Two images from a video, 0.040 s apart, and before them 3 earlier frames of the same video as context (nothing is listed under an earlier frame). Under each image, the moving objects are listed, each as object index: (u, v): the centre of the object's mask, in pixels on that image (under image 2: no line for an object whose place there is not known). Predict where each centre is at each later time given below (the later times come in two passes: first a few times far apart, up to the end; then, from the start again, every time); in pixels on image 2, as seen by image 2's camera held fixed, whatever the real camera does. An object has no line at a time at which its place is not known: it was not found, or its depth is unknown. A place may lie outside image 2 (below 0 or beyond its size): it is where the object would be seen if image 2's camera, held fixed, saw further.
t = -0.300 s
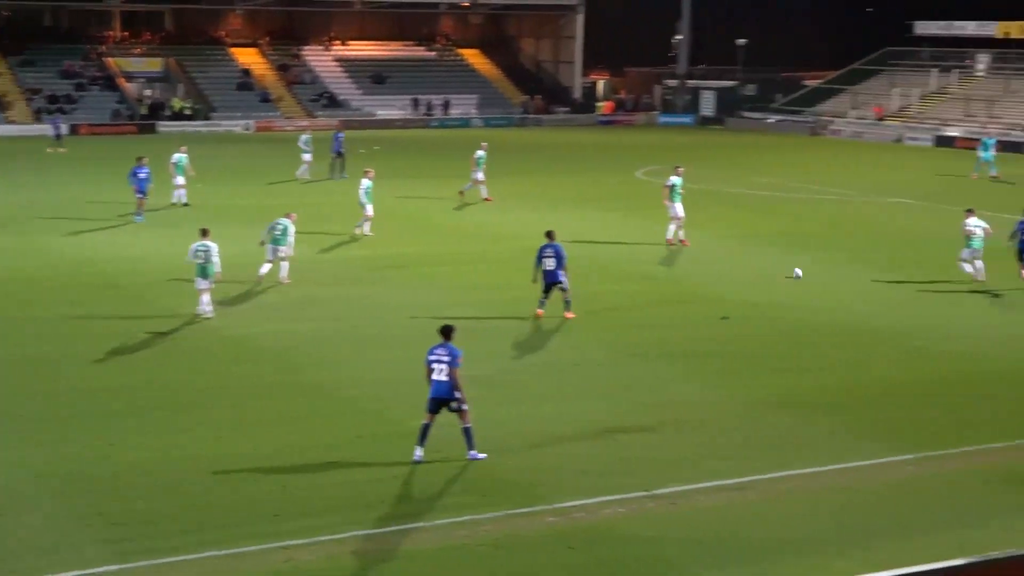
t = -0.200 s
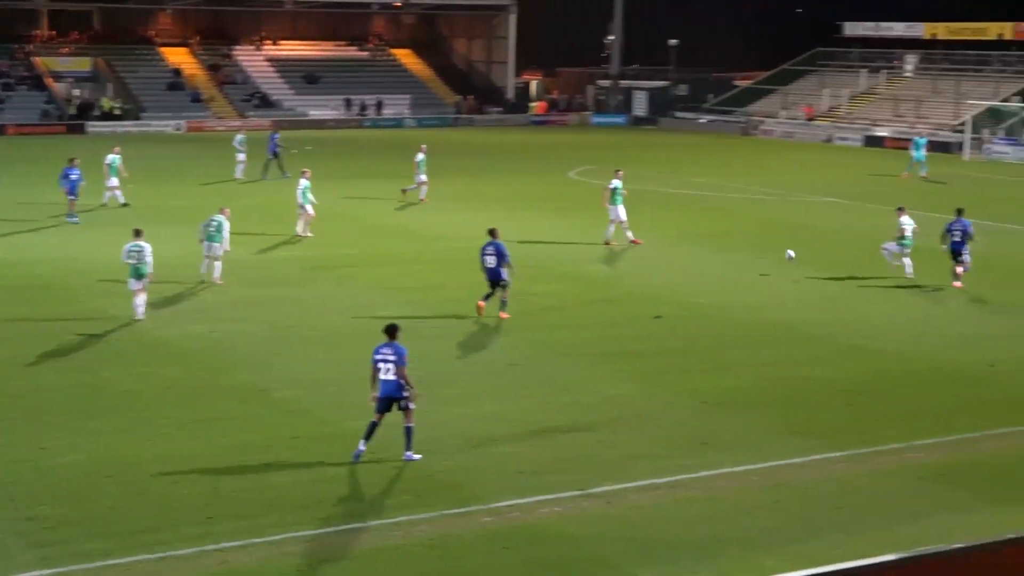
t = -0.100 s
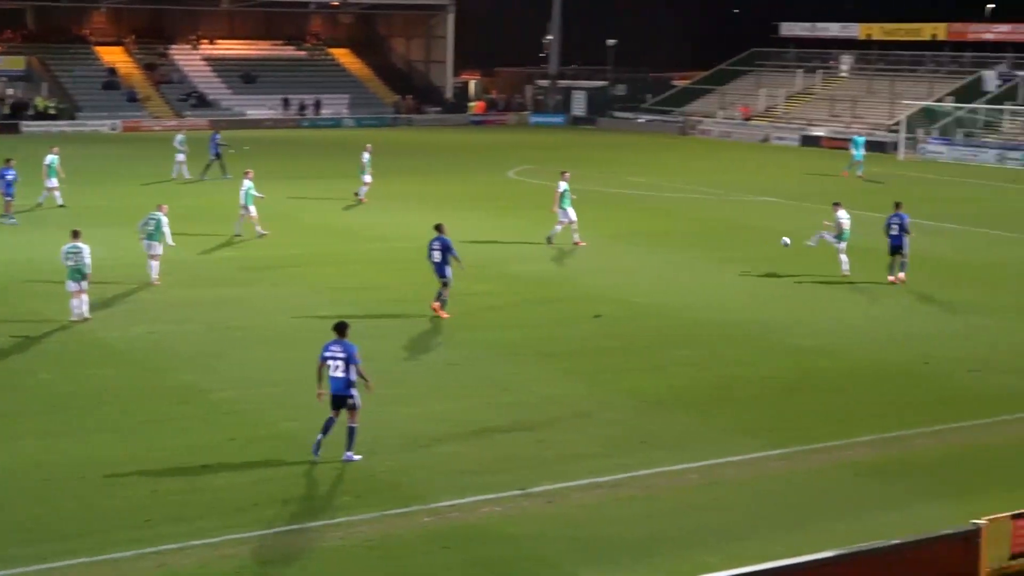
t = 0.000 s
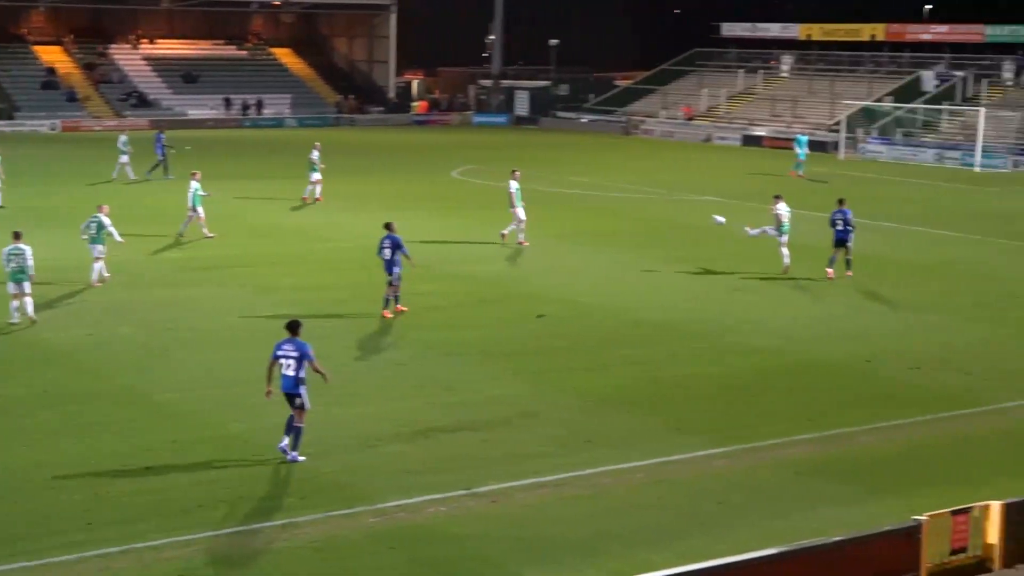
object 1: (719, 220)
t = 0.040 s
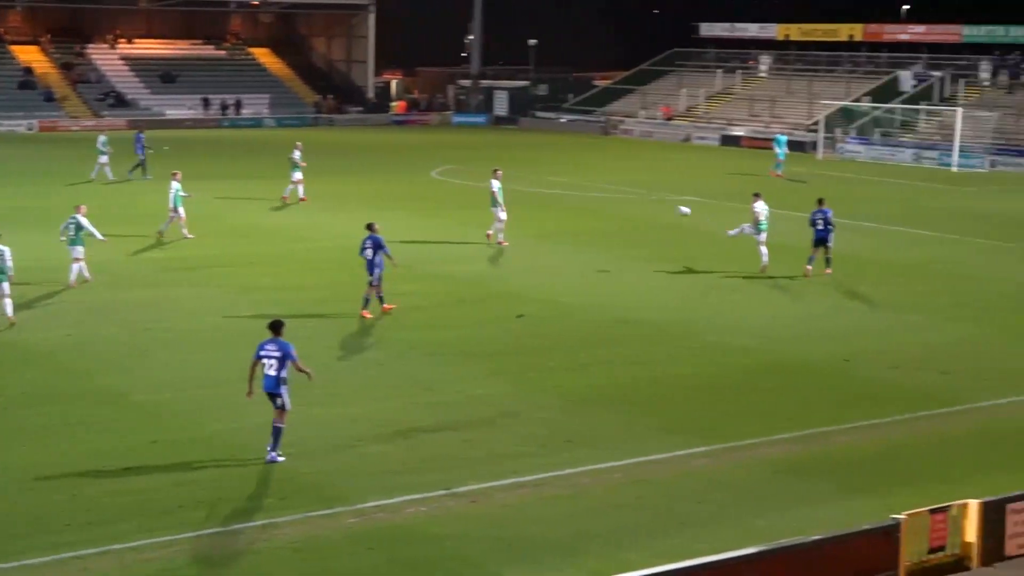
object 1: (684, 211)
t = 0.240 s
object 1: (615, 176)
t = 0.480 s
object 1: (534, 156)
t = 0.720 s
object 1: (456, 160)
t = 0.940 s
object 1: (386, 187)
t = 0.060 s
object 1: (677, 207)
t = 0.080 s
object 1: (670, 202)
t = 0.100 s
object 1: (664, 198)
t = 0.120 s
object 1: (657, 195)
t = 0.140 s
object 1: (650, 192)
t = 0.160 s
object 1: (643, 188)
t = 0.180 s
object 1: (636, 185)
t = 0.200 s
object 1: (629, 182)
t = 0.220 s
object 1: (623, 179)
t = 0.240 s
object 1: (615, 176)
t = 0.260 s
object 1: (609, 174)
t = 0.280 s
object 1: (602, 171)
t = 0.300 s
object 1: (594, 169)
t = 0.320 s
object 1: (588, 167)
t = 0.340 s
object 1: (581, 165)
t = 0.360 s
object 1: (575, 163)
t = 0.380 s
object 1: (567, 161)
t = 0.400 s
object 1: (561, 160)
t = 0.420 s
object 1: (554, 159)
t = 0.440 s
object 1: (548, 158)
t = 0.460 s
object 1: (541, 157)
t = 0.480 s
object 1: (534, 156)
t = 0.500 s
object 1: (528, 155)
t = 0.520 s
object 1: (521, 155)
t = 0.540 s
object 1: (514, 154)
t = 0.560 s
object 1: (508, 154)
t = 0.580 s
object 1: (501, 154)
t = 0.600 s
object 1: (495, 155)
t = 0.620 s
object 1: (488, 155)
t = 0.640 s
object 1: (482, 156)
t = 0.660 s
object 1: (476, 156)
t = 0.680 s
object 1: (469, 158)
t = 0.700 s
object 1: (463, 159)
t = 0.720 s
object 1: (456, 160)
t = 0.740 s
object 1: (450, 162)
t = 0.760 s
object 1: (443, 163)
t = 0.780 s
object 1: (437, 165)
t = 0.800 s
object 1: (430, 168)
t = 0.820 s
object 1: (424, 170)
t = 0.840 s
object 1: (418, 172)
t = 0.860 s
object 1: (412, 174)
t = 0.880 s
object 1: (406, 177)
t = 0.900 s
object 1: (399, 180)
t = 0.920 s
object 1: (392, 183)
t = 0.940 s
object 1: (386, 187)
